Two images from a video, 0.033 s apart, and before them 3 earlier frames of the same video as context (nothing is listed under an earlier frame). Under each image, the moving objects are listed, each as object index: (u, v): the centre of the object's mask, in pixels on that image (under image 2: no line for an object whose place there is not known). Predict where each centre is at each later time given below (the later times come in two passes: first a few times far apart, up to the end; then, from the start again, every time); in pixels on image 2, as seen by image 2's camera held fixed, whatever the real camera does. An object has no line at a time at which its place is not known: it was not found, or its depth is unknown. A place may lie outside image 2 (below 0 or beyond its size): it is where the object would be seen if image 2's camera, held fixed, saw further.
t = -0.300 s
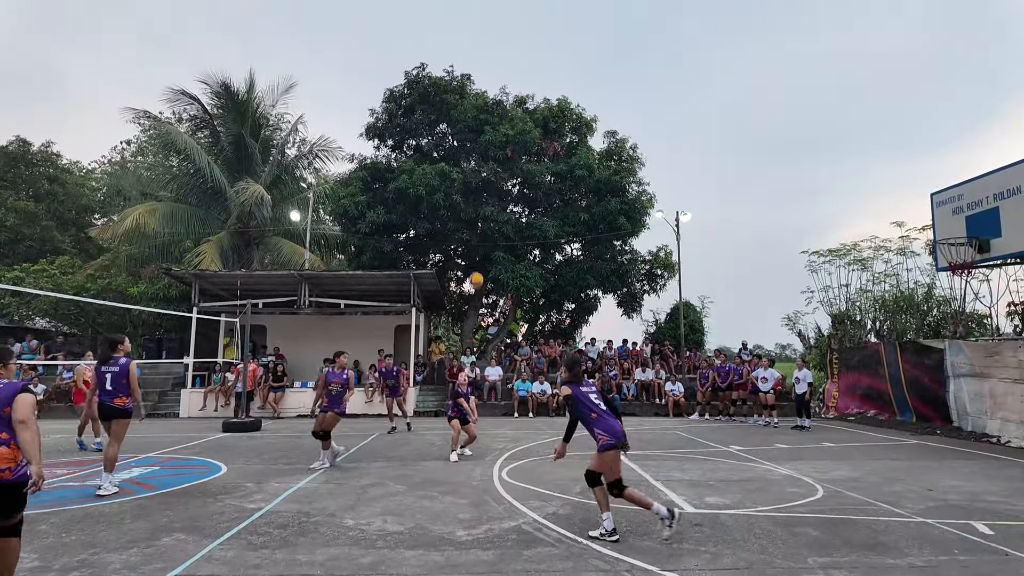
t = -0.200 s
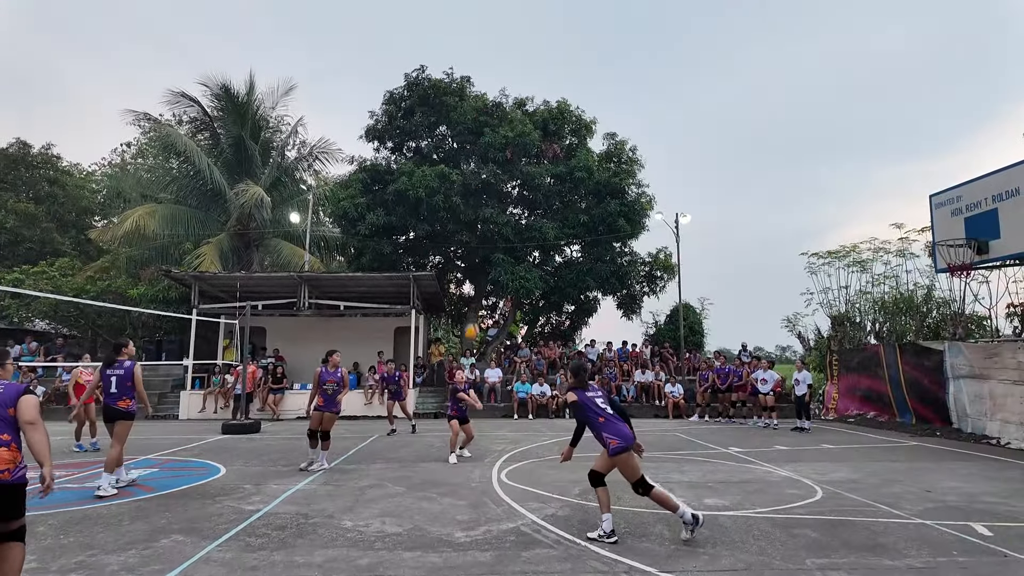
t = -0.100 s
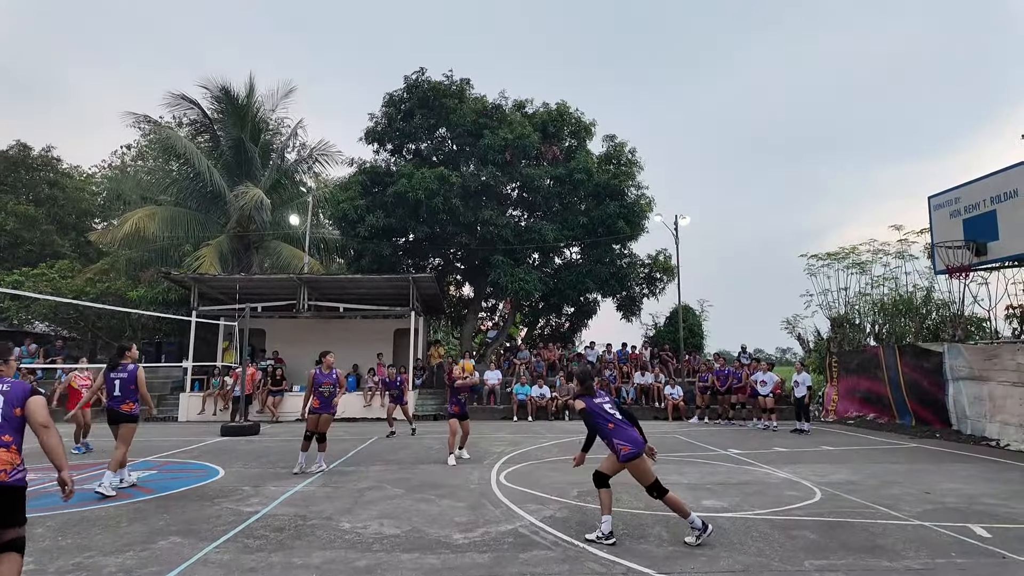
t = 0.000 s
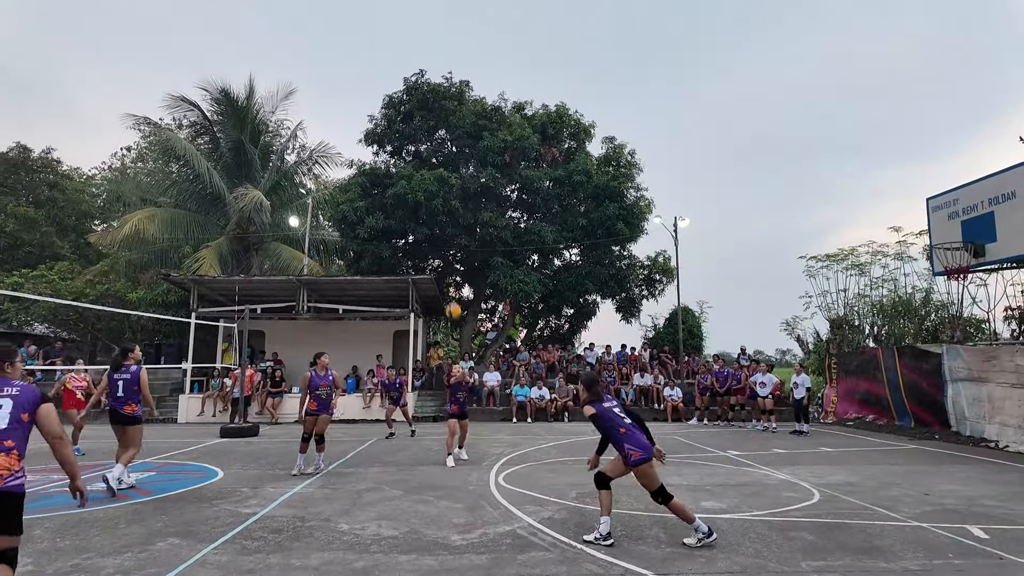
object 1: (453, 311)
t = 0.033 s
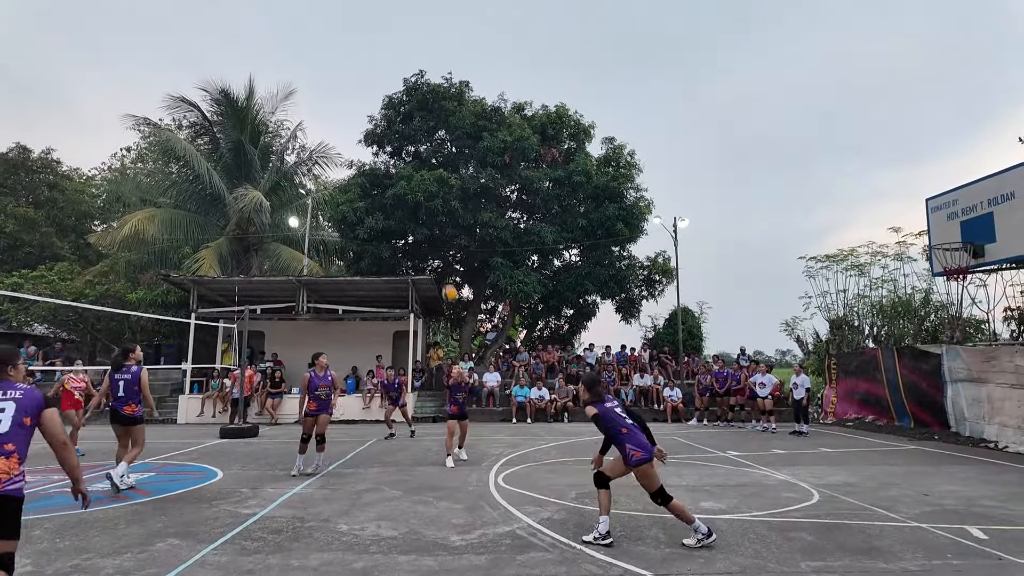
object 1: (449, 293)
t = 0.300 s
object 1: (420, 168)
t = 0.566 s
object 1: (388, 84)
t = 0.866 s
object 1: (344, 42)
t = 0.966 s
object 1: (327, 44)
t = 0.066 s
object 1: (446, 276)
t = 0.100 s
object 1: (442, 258)
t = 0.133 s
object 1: (438, 242)
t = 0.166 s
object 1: (435, 226)
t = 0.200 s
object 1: (431, 211)
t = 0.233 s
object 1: (427, 196)
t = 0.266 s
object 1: (424, 182)
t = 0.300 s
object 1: (420, 168)
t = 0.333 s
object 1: (417, 157)
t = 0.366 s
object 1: (412, 145)
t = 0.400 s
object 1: (409, 133)
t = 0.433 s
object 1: (404, 122)
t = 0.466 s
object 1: (402, 112)
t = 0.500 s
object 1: (397, 103)
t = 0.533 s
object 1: (392, 95)
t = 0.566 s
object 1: (388, 84)
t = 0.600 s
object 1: (384, 76)
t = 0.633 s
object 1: (379, 69)
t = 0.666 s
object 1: (375, 63)
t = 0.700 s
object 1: (370, 57)
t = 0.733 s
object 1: (365, 53)
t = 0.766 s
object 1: (360, 49)
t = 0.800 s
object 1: (355, 46)
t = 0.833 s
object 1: (350, 44)
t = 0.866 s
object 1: (344, 42)
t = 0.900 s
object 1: (339, 42)
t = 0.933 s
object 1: (333, 42)
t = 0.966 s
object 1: (327, 44)
